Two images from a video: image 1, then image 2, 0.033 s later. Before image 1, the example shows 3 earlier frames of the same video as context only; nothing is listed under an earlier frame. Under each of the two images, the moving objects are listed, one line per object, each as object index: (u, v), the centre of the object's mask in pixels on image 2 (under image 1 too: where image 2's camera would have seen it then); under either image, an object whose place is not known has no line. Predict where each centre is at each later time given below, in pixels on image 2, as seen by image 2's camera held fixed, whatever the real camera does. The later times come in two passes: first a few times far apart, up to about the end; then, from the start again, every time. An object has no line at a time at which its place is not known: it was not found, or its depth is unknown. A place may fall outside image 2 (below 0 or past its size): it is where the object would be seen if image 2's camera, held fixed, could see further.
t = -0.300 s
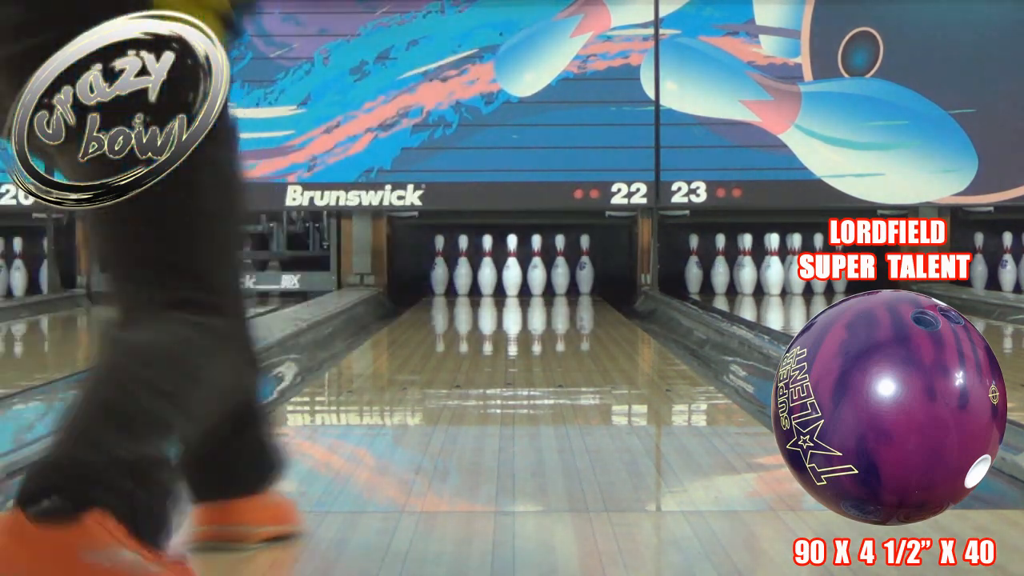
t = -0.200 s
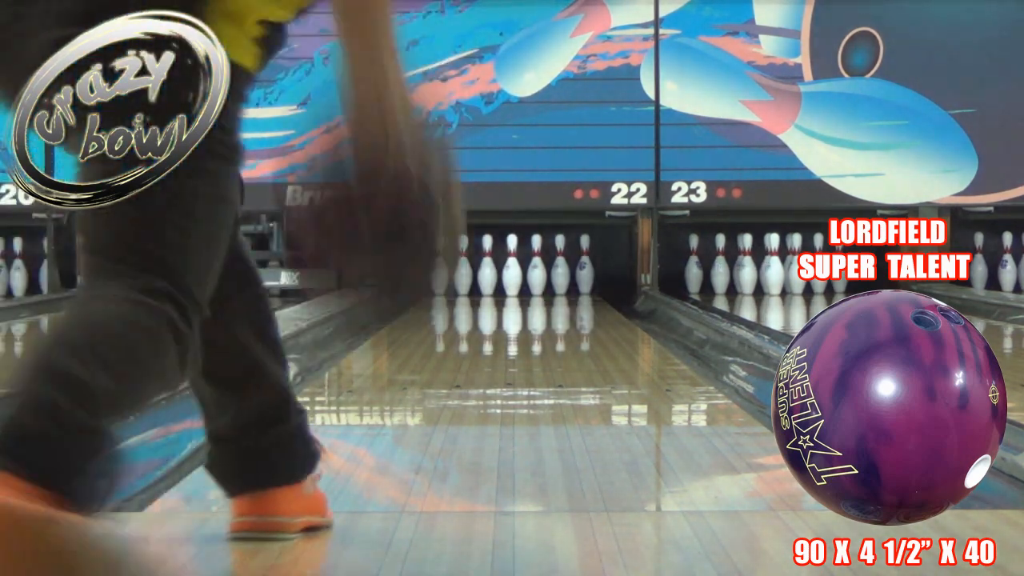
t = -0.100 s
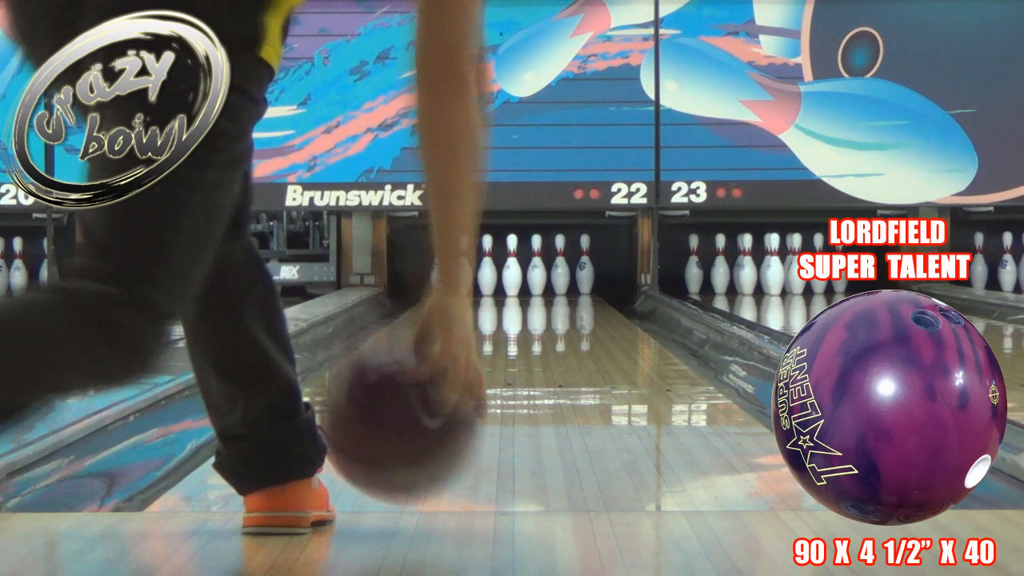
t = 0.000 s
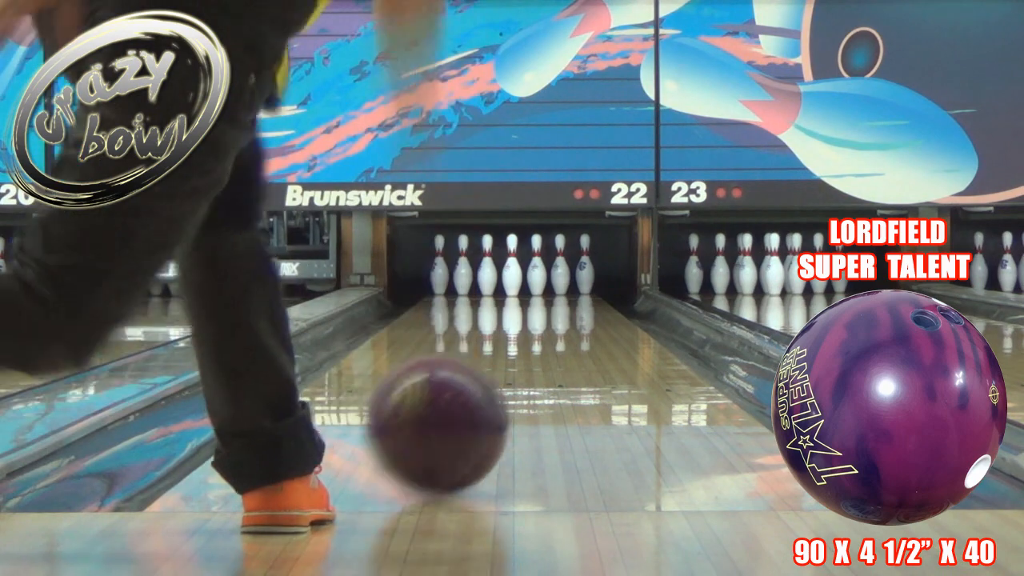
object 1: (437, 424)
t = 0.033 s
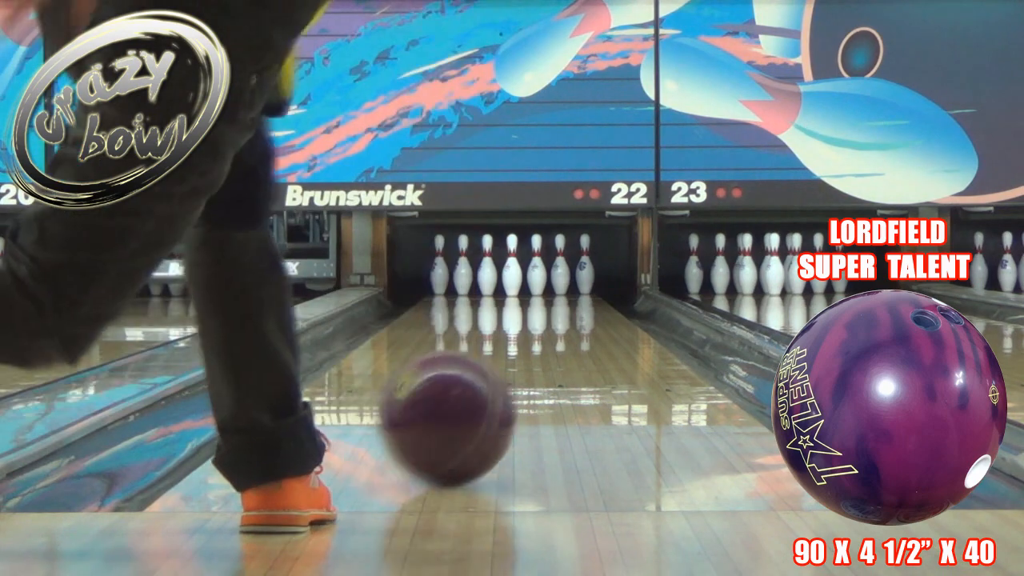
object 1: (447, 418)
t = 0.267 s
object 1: (500, 376)
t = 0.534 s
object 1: (535, 348)
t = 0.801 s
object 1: (555, 328)
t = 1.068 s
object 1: (567, 314)
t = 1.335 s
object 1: (573, 304)
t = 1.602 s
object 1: (576, 297)
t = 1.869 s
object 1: (573, 290)
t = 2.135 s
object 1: (561, 286)
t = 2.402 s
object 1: (539, 281)
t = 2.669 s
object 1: (522, 279)
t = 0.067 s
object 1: (456, 411)
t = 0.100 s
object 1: (465, 404)
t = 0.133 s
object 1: (473, 397)
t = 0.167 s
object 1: (480, 391)
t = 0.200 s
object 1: (488, 385)
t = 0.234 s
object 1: (494, 380)
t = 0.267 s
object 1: (500, 376)
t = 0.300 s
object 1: (505, 371)
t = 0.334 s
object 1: (510, 368)
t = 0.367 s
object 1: (516, 364)
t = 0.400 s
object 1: (520, 360)
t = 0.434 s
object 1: (524, 357)
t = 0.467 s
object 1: (528, 354)
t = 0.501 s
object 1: (532, 351)
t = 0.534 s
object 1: (535, 348)
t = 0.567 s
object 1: (538, 345)
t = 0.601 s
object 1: (541, 342)
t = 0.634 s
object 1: (543, 340)
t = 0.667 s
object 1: (546, 337)
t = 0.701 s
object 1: (548, 335)
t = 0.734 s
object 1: (550, 332)
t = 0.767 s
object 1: (553, 330)
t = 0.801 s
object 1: (555, 328)
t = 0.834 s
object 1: (557, 326)
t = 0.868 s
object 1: (558, 324)
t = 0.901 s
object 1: (560, 322)
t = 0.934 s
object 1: (562, 320)
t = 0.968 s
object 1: (563, 319)
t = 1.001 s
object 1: (564, 317)
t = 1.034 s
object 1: (566, 315)
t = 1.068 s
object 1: (567, 314)
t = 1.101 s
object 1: (568, 312)
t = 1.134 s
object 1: (569, 311)
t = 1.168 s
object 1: (570, 310)
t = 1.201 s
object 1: (571, 308)
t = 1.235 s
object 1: (571, 307)
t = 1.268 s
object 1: (572, 306)
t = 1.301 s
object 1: (573, 305)
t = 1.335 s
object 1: (573, 304)
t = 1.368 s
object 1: (574, 303)
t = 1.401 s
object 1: (574, 302)
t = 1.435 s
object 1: (575, 301)
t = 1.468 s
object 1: (575, 300)
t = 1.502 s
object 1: (576, 299)
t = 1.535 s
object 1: (576, 298)
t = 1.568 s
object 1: (576, 297)
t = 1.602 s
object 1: (576, 297)
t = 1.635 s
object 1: (576, 296)
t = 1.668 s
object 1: (576, 295)
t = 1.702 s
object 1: (576, 294)
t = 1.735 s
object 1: (576, 293)
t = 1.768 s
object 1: (575, 292)
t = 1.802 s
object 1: (574, 292)
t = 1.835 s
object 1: (574, 291)
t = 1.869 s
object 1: (573, 290)
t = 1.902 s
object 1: (572, 289)
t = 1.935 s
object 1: (571, 289)
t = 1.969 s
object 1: (569, 288)
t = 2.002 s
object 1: (568, 288)
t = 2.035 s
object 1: (566, 287)
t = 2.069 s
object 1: (565, 287)
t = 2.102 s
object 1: (564, 287)
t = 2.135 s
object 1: (561, 286)
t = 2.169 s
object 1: (559, 285)
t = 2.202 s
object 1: (555, 284)
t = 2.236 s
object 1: (552, 283)
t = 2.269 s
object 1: (550, 283)
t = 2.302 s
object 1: (548, 282)
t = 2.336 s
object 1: (544, 282)
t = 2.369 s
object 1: (541, 281)
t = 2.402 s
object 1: (539, 281)
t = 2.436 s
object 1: (534, 280)
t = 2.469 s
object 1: (530, 280)
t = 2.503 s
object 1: (527, 279)
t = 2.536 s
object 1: (525, 279)
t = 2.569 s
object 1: (526, 279)
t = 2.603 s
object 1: (525, 279)
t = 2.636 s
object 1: (523, 278)
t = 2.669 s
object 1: (522, 279)
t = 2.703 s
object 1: (522, 278)
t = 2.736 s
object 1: (522, 278)
